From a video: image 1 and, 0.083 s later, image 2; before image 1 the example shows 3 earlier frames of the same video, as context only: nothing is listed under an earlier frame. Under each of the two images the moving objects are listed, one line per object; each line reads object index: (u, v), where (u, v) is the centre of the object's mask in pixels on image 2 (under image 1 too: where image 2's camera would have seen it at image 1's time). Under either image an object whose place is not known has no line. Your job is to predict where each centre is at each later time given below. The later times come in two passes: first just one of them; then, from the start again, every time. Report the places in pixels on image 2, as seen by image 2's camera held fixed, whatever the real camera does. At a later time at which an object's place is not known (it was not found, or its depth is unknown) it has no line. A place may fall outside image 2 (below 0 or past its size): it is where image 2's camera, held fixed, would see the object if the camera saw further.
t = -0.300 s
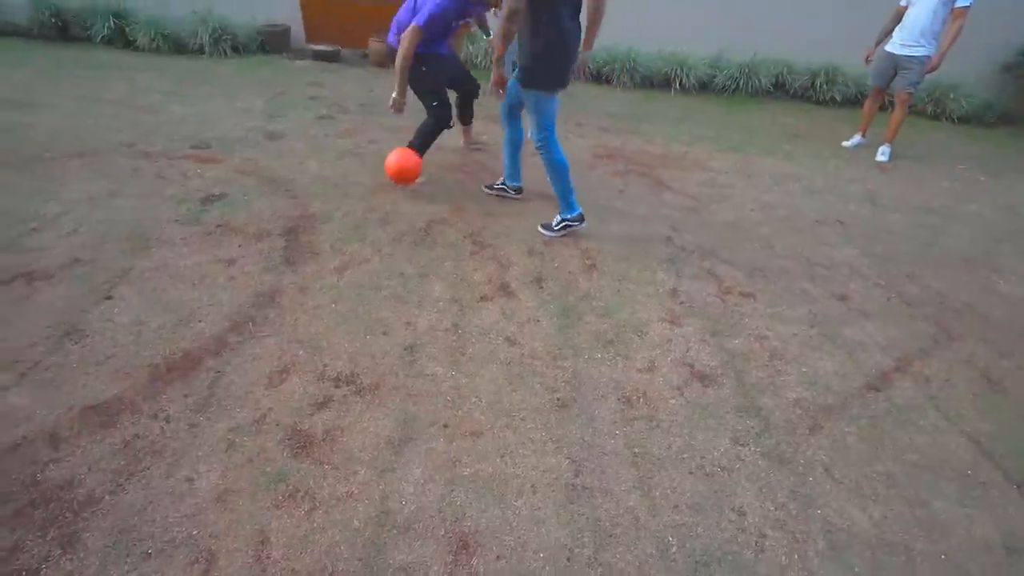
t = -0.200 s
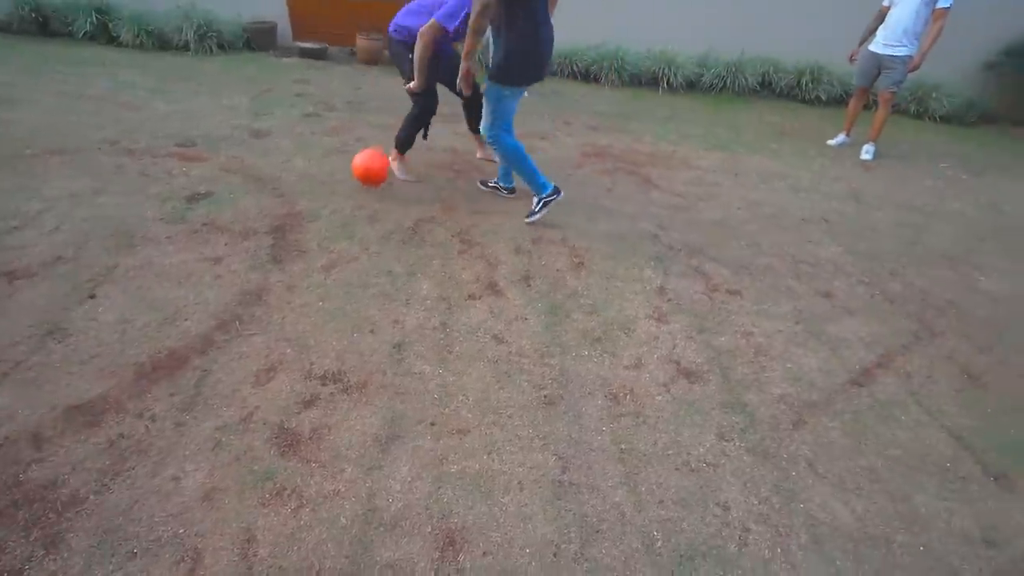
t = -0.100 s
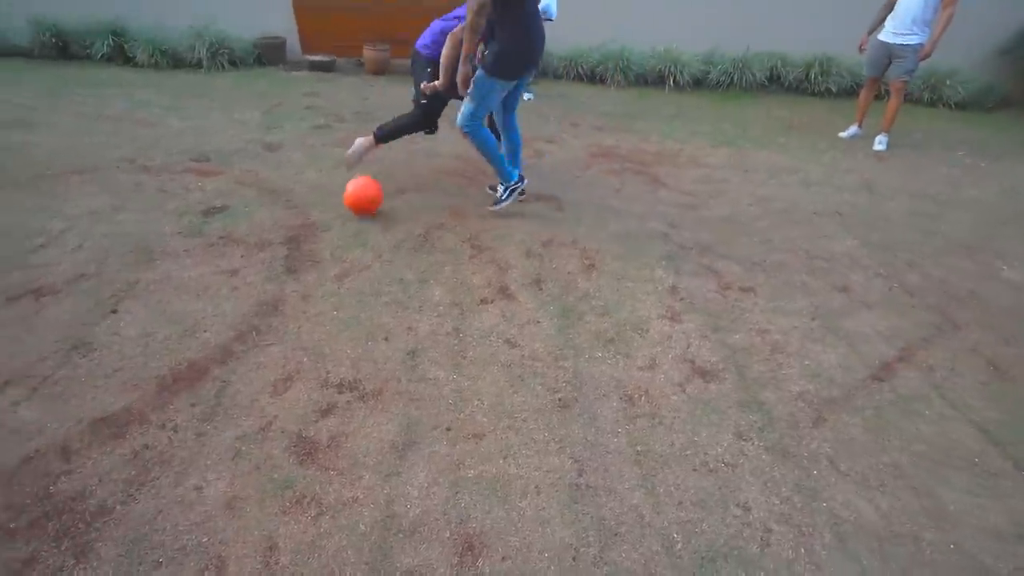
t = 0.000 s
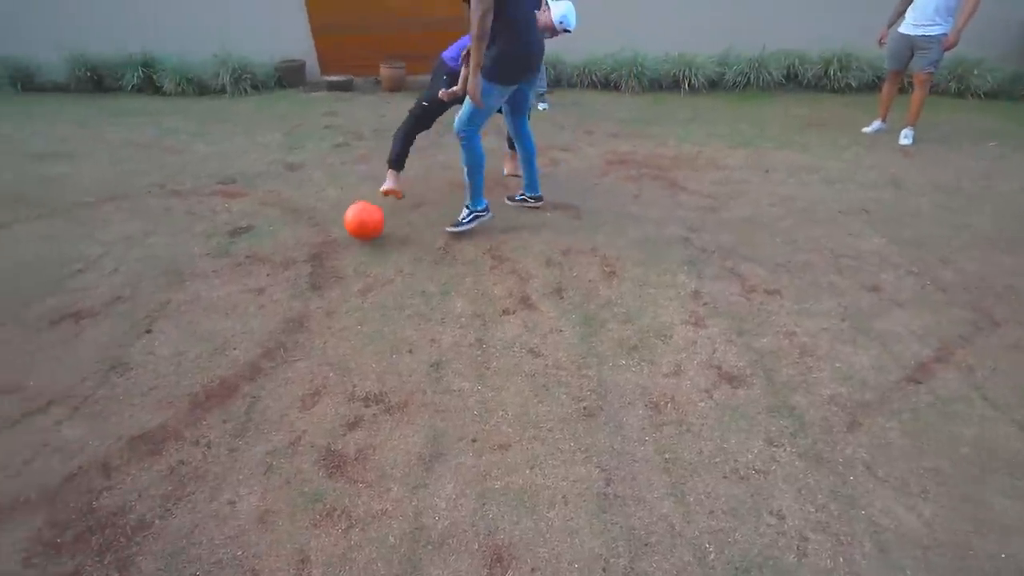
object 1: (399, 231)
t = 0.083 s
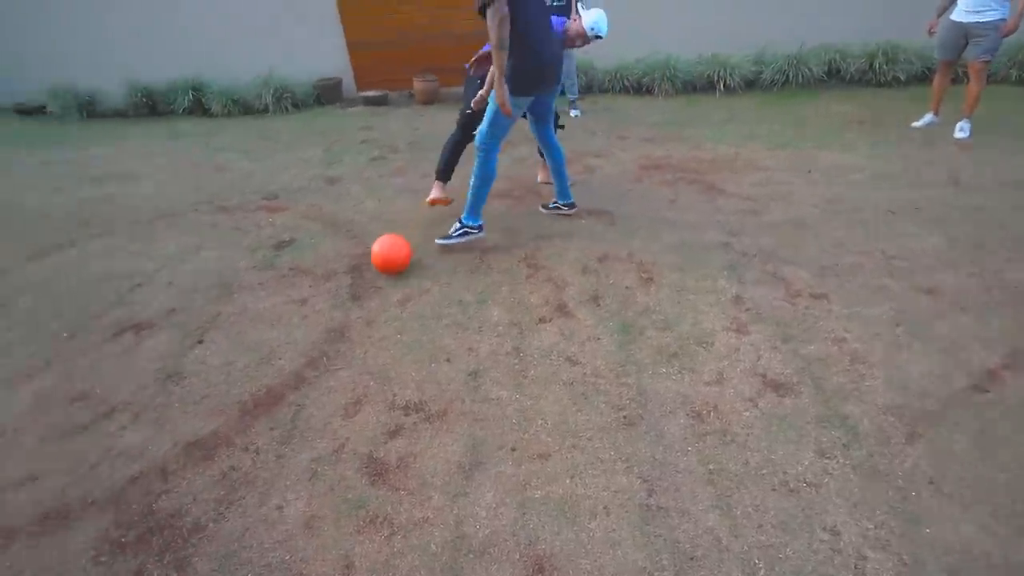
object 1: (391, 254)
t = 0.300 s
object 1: (347, 298)
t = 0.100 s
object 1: (389, 257)
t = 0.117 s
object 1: (387, 260)
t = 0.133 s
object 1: (383, 263)
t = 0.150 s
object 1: (380, 268)
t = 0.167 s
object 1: (377, 272)
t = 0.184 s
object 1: (373, 275)
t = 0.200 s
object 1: (369, 279)
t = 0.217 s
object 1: (366, 282)
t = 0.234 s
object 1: (362, 286)
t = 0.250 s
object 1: (358, 288)
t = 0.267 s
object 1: (354, 291)
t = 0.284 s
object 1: (351, 294)
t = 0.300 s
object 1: (347, 298)
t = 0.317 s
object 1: (343, 301)
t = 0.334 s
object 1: (338, 304)
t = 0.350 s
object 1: (335, 307)
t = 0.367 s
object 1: (332, 310)
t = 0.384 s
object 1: (328, 313)
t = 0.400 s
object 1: (324, 316)
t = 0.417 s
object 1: (320, 319)
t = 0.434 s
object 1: (316, 323)
